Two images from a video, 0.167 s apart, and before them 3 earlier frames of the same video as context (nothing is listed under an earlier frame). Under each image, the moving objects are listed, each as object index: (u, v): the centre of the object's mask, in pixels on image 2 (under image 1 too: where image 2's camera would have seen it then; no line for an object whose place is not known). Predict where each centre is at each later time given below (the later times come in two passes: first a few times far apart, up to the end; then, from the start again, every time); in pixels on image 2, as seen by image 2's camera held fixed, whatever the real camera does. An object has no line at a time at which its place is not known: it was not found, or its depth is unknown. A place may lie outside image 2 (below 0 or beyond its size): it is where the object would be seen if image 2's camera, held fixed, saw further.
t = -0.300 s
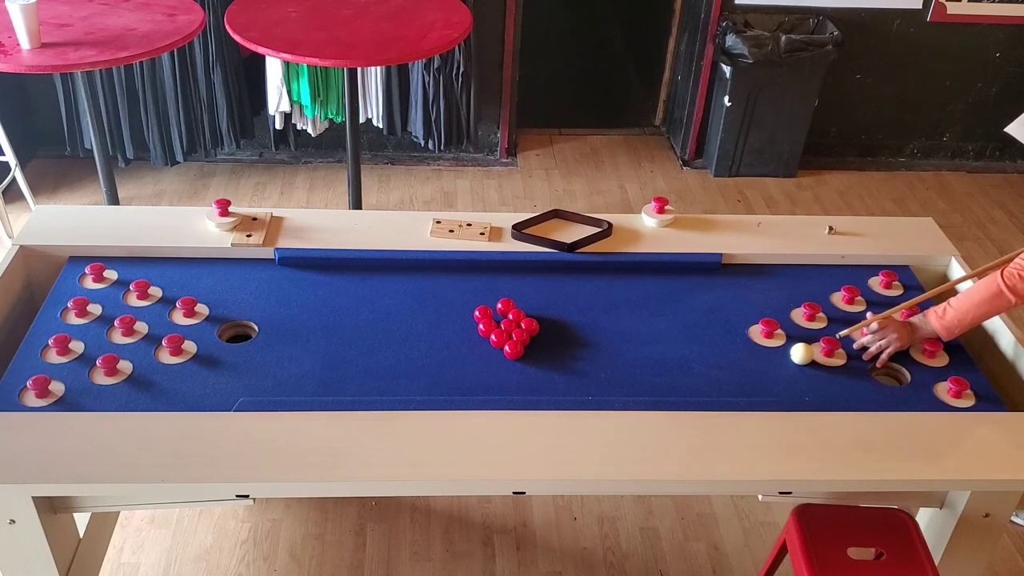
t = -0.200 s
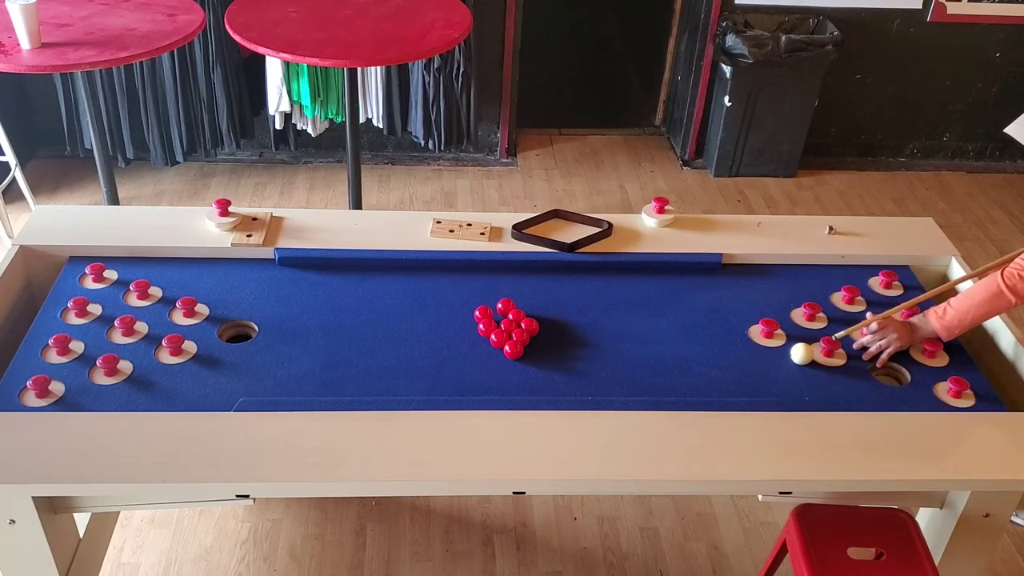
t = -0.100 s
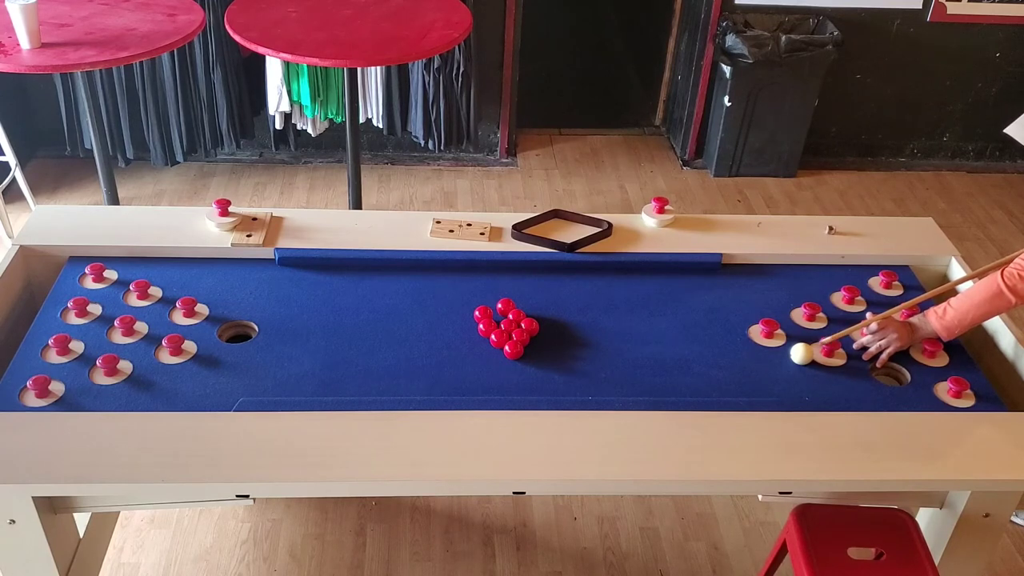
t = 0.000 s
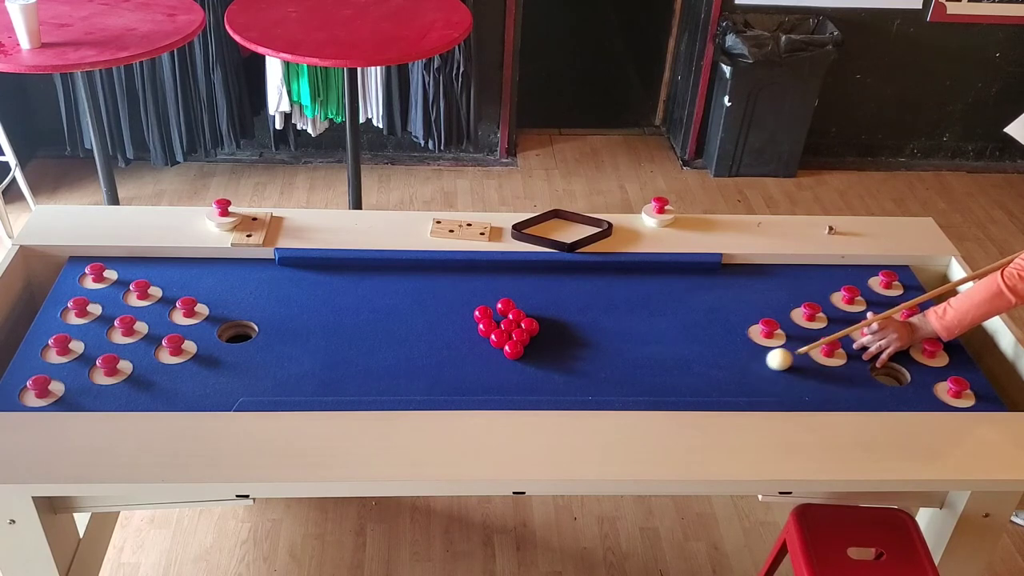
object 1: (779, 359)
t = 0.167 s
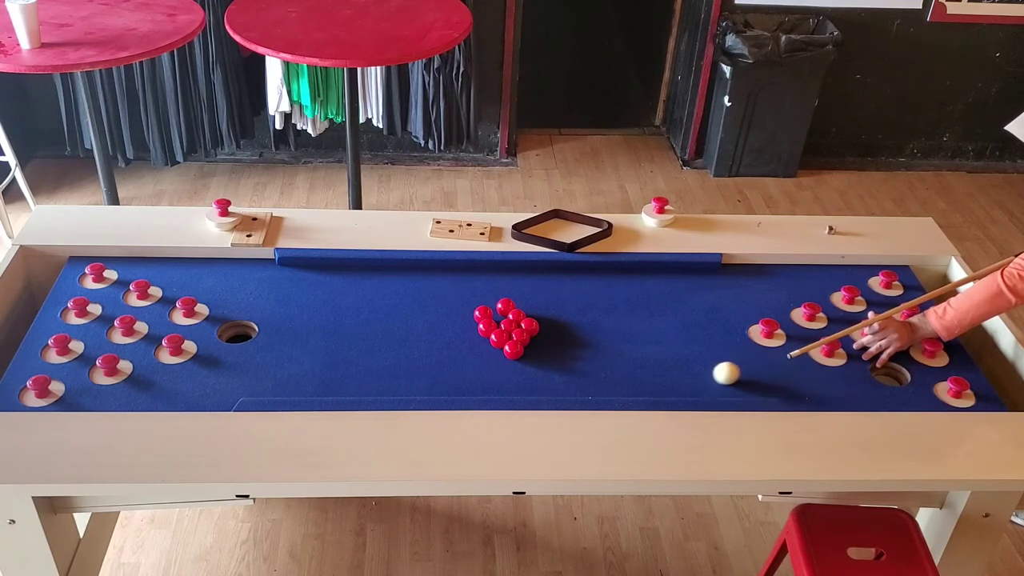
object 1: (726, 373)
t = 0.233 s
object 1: (704, 379)
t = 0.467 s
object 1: (628, 389)
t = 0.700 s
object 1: (557, 381)
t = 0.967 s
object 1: (481, 372)
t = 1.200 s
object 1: (416, 365)
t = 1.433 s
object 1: (355, 358)
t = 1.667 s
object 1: (295, 351)
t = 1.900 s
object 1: (238, 345)
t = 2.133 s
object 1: (198, 337)
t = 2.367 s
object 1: (216, 333)
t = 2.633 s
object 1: (236, 334)
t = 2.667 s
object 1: (238, 336)
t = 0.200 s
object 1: (715, 376)
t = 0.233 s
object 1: (704, 379)
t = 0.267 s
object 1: (693, 382)
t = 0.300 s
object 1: (683, 384)
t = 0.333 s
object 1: (672, 386)
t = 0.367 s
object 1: (661, 388)
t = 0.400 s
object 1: (650, 390)
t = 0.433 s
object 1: (639, 389)
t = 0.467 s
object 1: (628, 389)
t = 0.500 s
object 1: (618, 388)
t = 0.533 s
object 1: (608, 387)
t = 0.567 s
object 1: (597, 386)
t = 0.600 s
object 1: (587, 385)
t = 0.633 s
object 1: (577, 384)
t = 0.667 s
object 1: (567, 383)
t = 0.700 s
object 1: (557, 381)
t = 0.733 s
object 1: (547, 380)
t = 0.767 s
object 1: (538, 379)
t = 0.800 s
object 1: (528, 378)
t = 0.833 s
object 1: (519, 377)
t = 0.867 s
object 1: (509, 376)
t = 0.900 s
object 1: (499, 375)
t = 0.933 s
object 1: (490, 373)
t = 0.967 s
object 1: (481, 372)
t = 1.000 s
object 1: (471, 371)
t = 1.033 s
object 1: (462, 370)
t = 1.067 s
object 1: (453, 369)
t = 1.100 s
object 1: (444, 368)
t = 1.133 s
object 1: (434, 367)
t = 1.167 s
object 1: (425, 366)
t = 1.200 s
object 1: (416, 365)
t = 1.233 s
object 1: (407, 364)
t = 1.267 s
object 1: (398, 363)
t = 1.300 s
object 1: (390, 362)
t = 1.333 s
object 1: (381, 360)
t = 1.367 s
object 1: (372, 360)
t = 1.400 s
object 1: (363, 359)
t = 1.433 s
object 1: (355, 358)
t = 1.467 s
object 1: (346, 357)
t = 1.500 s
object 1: (337, 356)
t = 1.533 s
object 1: (329, 355)
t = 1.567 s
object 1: (320, 354)
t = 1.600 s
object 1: (312, 353)
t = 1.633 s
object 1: (303, 352)
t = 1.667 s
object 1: (295, 351)
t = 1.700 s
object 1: (287, 350)
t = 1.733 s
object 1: (279, 349)
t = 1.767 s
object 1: (270, 348)
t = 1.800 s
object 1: (262, 347)
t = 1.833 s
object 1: (254, 346)
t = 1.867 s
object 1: (246, 345)
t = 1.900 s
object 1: (238, 345)
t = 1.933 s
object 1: (231, 344)
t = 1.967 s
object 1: (223, 343)
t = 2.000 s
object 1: (215, 342)
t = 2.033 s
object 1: (208, 341)
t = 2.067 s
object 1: (200, 340)
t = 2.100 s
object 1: (196, 338)
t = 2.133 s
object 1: (198, 337)
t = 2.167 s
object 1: (201, 338)
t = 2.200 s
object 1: (203, 337)
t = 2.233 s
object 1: (206, 337)
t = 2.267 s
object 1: (208, 336)
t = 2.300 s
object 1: (211, 335)
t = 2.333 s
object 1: (214, 334)
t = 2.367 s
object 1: (216, 333)
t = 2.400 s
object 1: (218, 333)
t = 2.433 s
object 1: (220, 332)
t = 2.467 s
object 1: (223, 332)
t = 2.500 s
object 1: (226, 331)
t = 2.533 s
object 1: (230, 332)
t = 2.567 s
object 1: (234, 333)
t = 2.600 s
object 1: (239, 333)
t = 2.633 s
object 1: (236, 334)
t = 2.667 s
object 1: (238, 336)
